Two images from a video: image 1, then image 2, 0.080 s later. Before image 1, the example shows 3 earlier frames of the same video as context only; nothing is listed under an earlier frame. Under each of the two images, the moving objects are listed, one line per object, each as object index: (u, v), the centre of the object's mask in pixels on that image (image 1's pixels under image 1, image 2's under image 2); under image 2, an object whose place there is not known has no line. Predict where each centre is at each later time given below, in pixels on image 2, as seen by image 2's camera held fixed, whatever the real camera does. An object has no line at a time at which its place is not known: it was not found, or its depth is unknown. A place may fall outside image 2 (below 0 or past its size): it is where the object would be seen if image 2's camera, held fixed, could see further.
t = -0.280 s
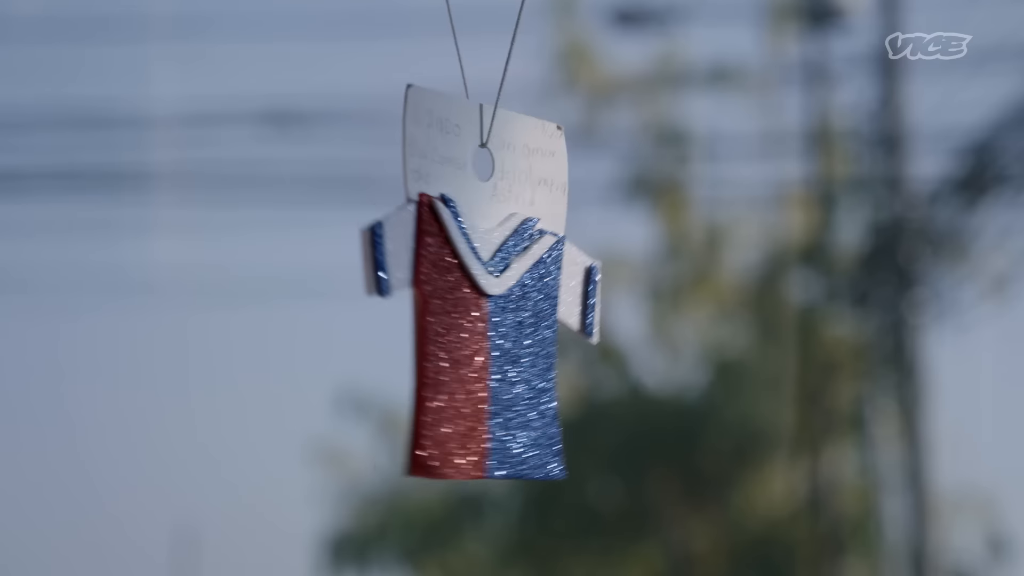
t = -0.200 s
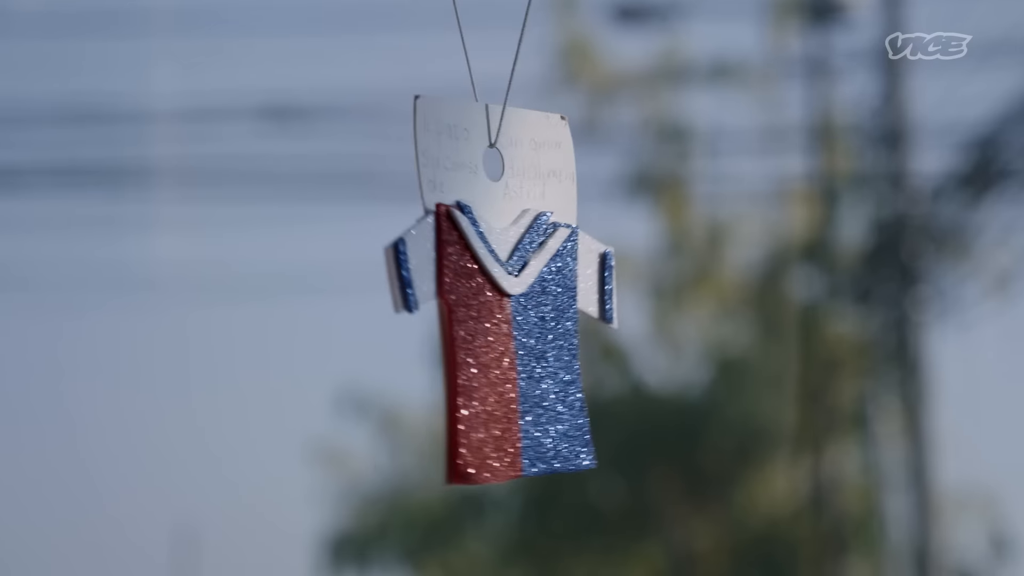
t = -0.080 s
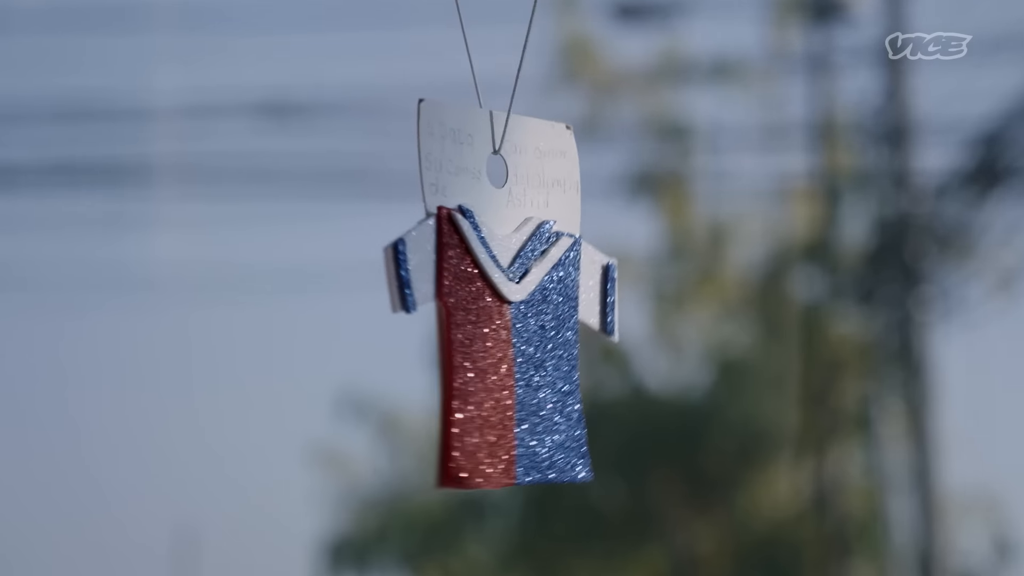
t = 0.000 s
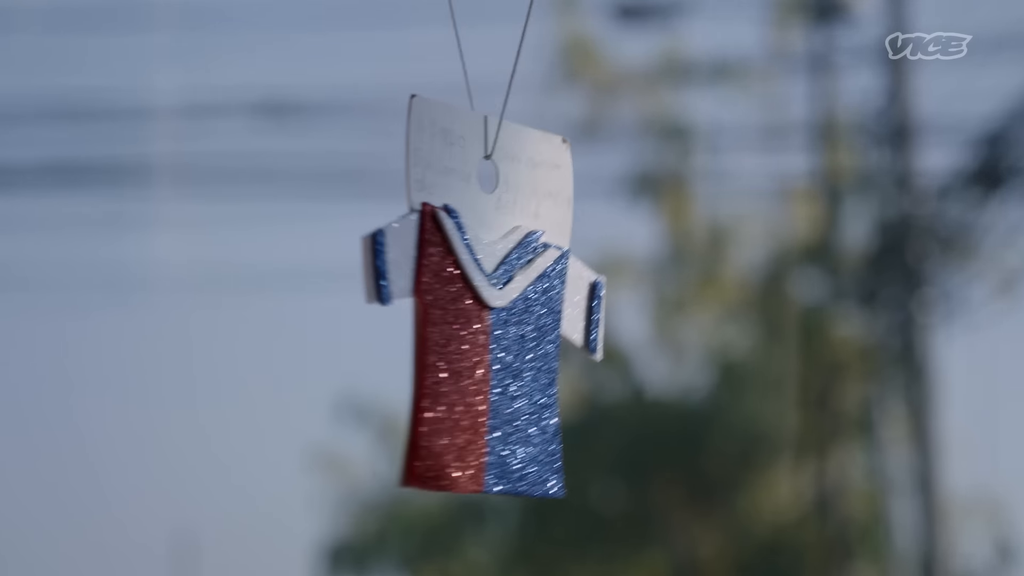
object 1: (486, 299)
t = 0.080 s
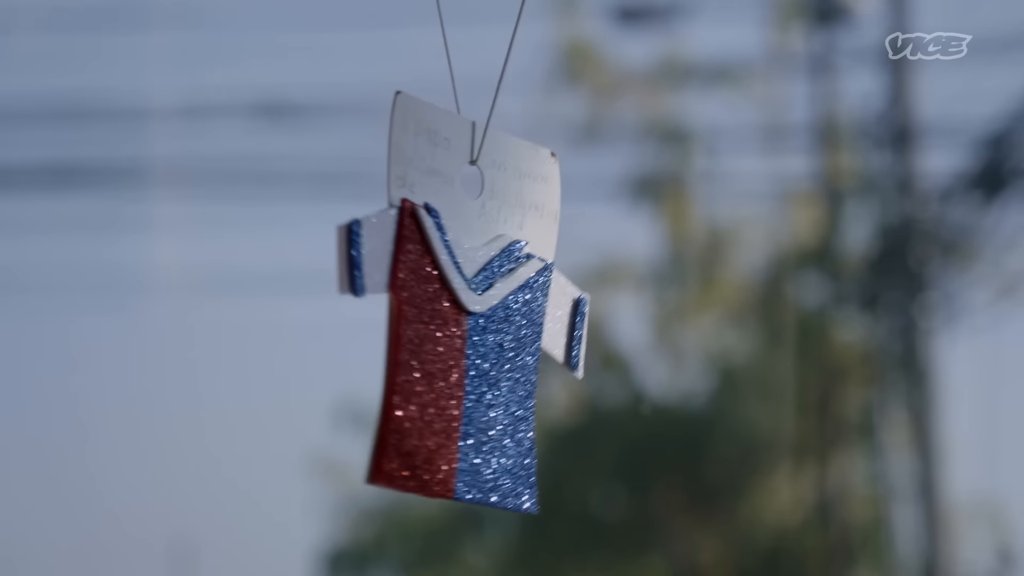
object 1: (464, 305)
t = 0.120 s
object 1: (456, 298)
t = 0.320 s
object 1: (476, 300)
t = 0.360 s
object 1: (483, 310)
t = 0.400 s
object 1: (489, 319)
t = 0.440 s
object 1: (491, 327)
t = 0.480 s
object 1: (493, 336)
